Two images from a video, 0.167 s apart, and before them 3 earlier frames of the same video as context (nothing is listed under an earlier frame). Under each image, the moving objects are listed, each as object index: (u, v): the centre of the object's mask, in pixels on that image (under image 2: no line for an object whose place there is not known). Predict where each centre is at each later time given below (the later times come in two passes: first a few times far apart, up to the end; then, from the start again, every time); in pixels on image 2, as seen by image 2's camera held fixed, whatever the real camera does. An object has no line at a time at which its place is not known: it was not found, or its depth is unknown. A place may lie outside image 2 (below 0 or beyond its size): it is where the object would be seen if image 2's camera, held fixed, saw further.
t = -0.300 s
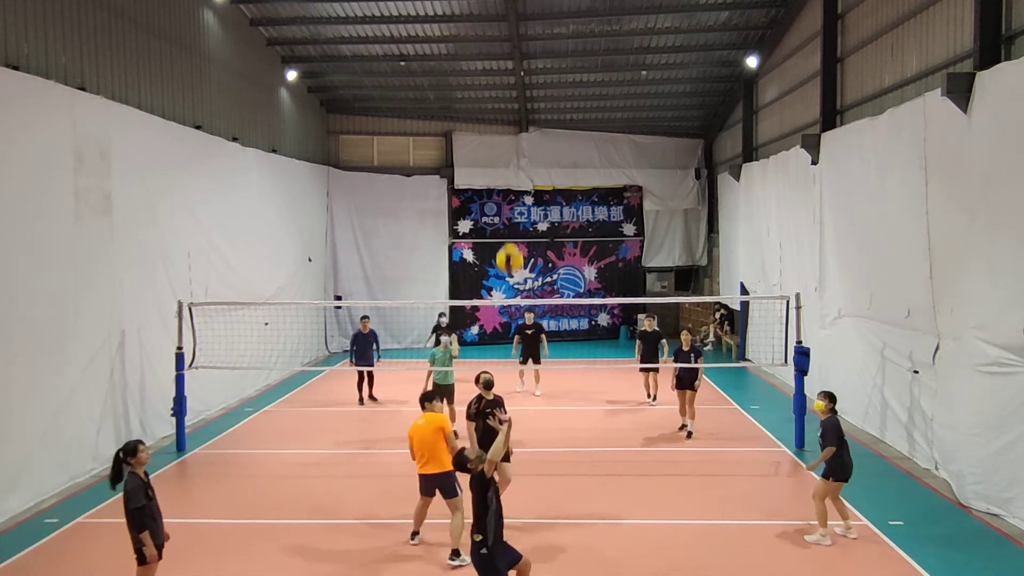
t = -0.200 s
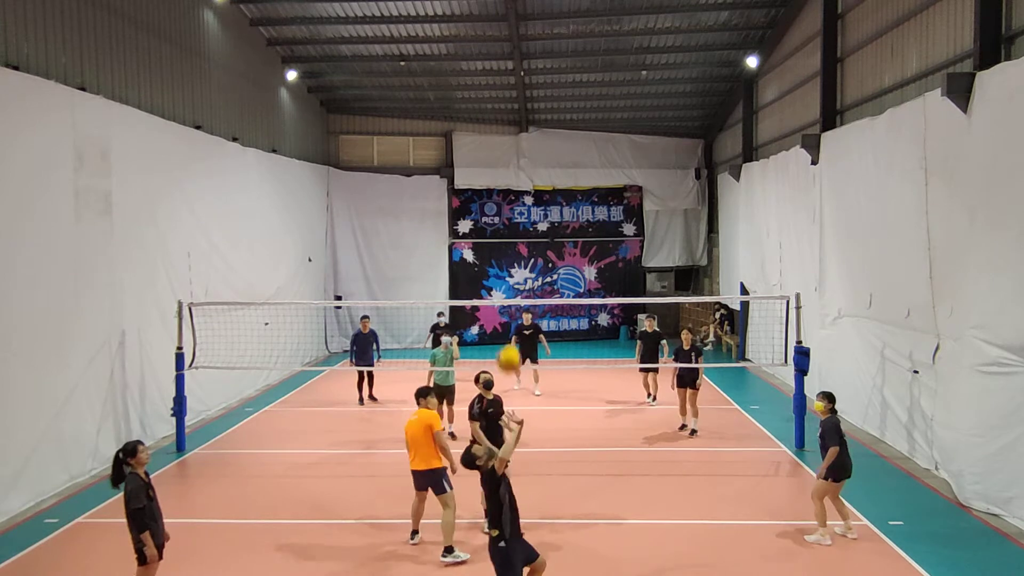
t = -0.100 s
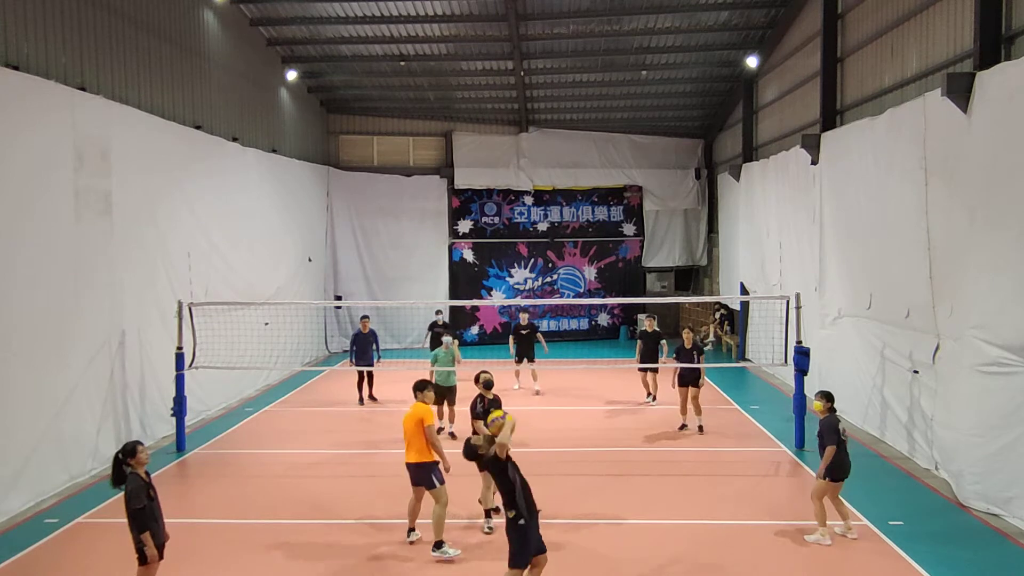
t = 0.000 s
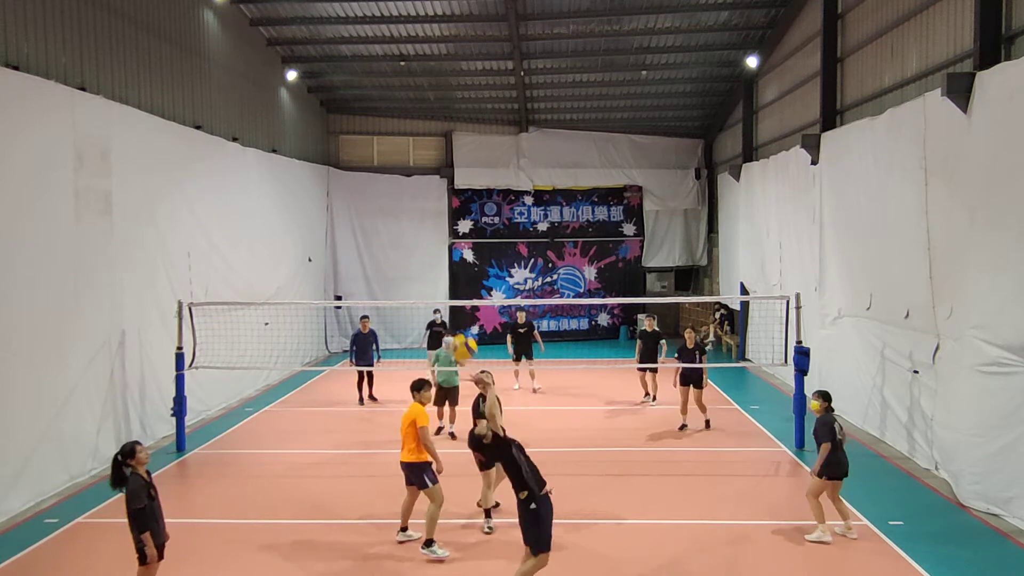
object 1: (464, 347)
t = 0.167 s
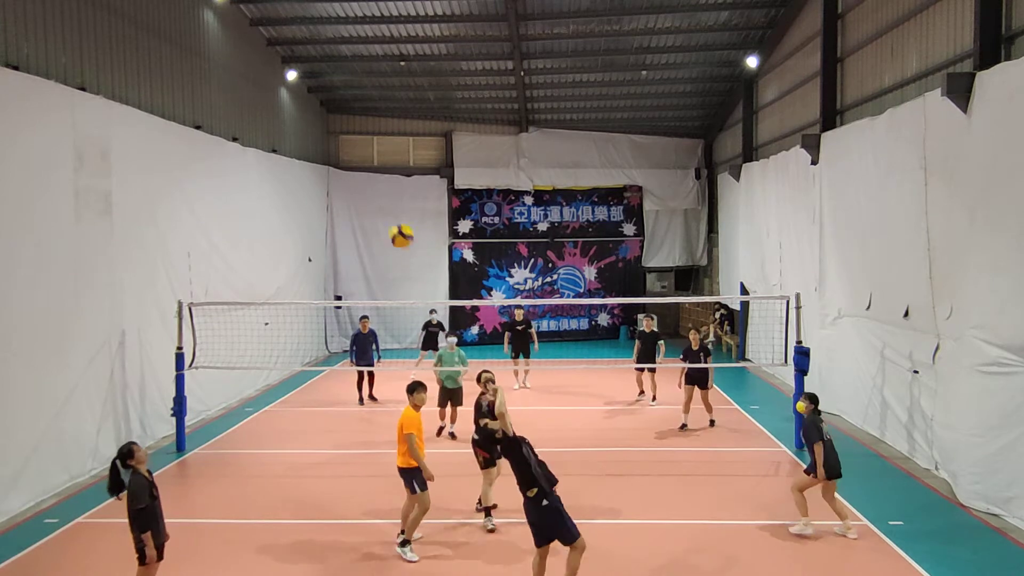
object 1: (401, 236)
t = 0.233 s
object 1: (377, 203)
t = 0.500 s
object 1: (289, 131)
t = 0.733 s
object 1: (222, 134)
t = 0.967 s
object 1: (163, 192)
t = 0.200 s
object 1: (389, 218)
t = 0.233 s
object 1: (377, 203)
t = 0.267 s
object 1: (366, 189)
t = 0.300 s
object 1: (354, 176)
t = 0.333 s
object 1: (343, 165)
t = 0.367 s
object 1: (332, 156)
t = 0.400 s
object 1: (321, 148)
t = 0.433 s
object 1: (310, 141)
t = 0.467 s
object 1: (300, 135)
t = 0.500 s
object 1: (289, 131)
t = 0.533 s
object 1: (279, 128)
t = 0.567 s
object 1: (269, 126)
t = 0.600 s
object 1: (259, 125)
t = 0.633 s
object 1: (249, 125)
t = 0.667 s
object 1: (240, 128)
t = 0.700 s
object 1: (231, 130)
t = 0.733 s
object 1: (222, 134)
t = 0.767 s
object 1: (212, 139)
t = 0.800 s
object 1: (203, 146)
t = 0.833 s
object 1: (195, 153)
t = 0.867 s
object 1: (187, 161)
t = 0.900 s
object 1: (178, 171)
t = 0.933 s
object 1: (171, 181)
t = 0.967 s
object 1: (163, 192)
